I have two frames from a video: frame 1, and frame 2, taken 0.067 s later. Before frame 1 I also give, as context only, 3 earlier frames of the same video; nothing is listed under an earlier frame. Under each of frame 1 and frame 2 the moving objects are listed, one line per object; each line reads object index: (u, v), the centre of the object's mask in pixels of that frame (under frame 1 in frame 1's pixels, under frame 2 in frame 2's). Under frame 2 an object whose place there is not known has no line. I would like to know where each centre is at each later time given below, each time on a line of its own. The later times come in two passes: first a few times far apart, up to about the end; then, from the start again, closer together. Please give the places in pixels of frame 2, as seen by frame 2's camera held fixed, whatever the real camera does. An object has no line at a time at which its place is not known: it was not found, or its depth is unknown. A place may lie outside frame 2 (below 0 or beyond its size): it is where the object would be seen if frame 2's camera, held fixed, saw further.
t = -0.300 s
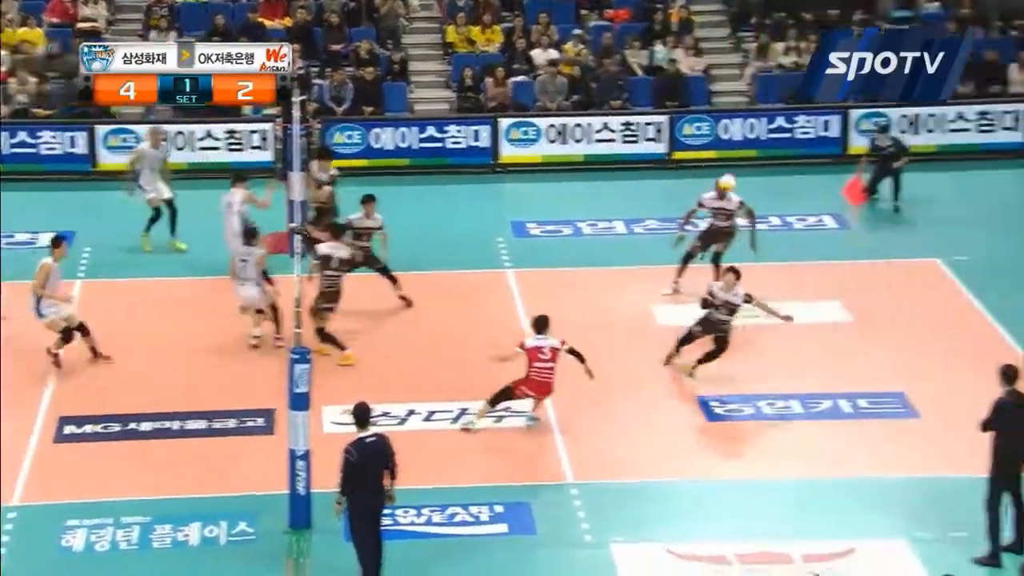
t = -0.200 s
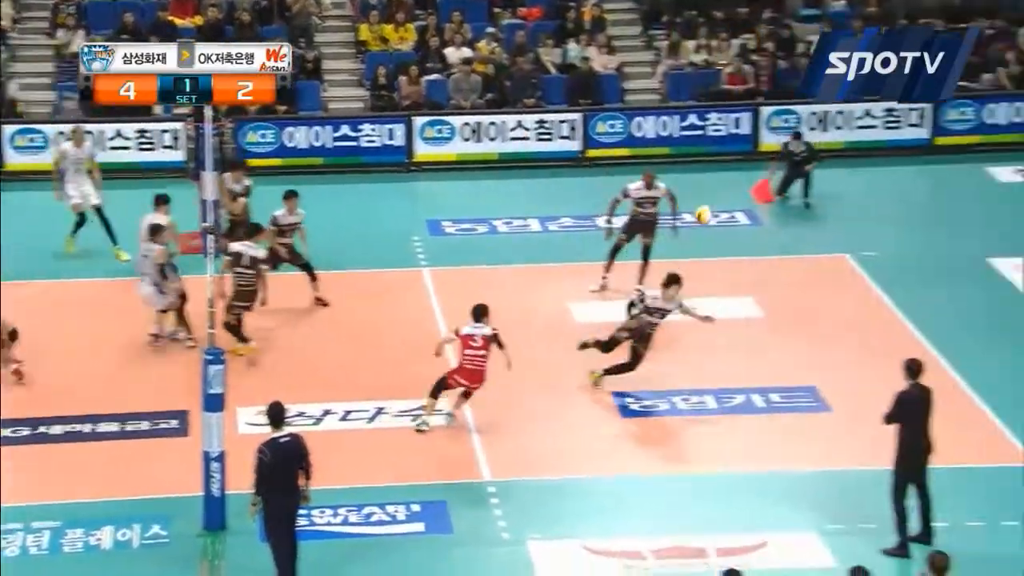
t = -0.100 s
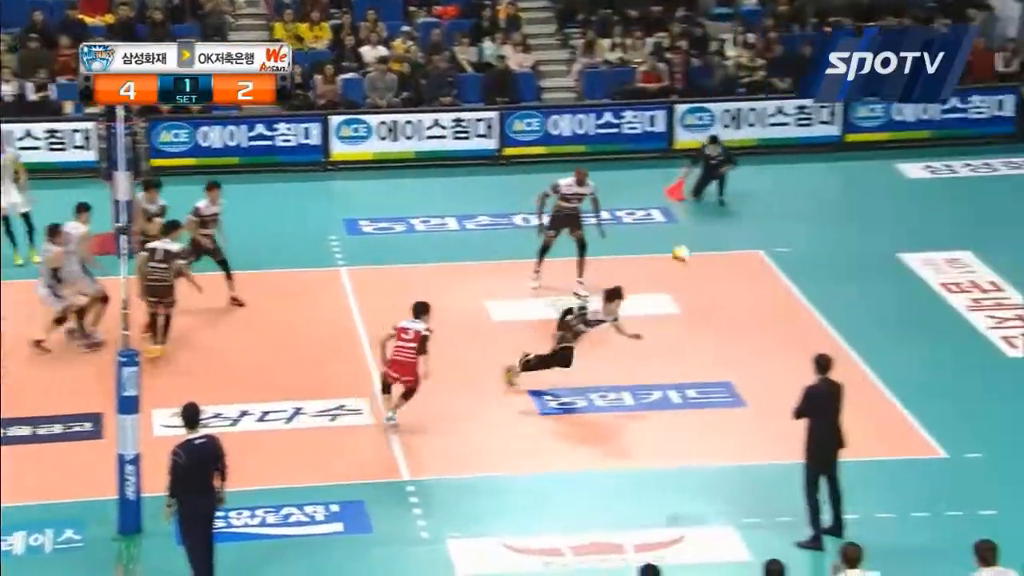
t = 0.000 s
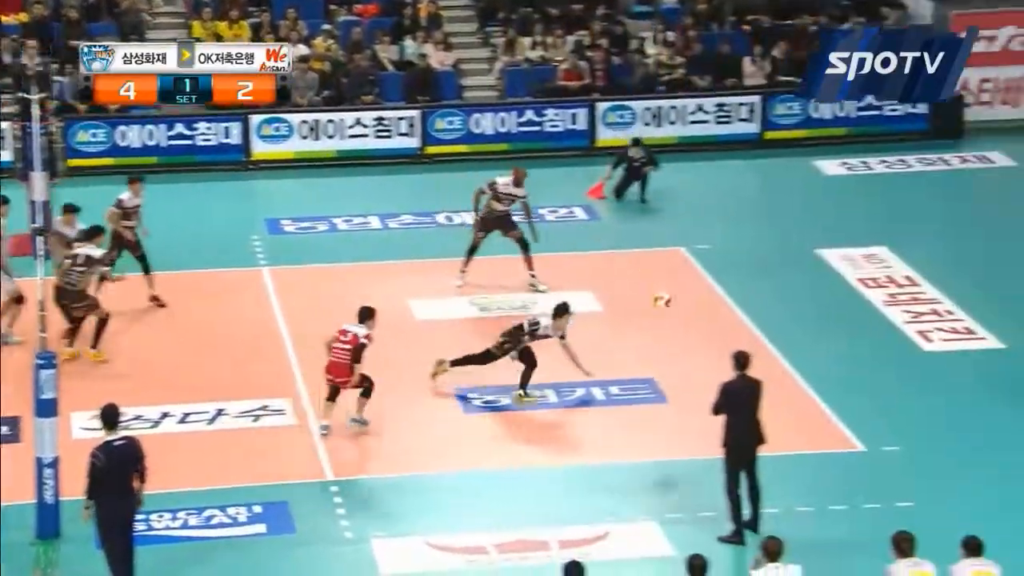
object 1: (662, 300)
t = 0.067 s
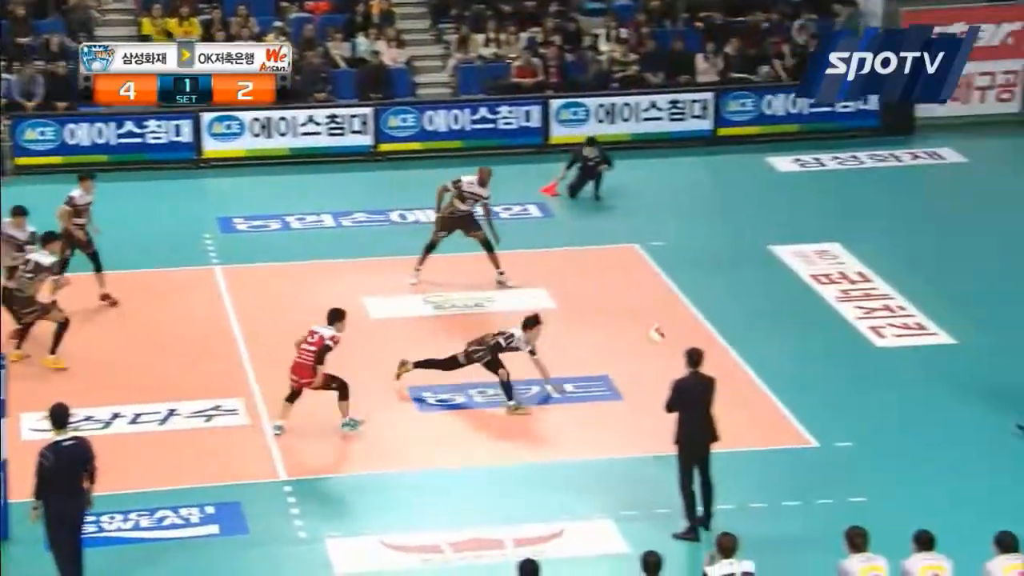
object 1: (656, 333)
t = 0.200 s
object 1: (728, 401)
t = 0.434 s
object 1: (797, 316)
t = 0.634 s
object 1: (857, 279)
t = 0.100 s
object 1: (675, 353)
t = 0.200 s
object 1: (728, 401)
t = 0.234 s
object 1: (739, 386)
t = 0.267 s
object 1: (748, 369)
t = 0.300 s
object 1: (757, 359)
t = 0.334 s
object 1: (767, 348)
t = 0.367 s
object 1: (777, 336)
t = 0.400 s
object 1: (787, 325)
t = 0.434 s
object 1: (797, 316)
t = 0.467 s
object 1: (807, 307)
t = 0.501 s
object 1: (817, 301)
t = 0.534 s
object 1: (826, 297)
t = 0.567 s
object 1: (836, 288)
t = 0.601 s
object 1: (847, 284)
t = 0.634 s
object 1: (857, 279)
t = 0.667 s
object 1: (868, 277)
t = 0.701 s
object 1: (879, 274)
